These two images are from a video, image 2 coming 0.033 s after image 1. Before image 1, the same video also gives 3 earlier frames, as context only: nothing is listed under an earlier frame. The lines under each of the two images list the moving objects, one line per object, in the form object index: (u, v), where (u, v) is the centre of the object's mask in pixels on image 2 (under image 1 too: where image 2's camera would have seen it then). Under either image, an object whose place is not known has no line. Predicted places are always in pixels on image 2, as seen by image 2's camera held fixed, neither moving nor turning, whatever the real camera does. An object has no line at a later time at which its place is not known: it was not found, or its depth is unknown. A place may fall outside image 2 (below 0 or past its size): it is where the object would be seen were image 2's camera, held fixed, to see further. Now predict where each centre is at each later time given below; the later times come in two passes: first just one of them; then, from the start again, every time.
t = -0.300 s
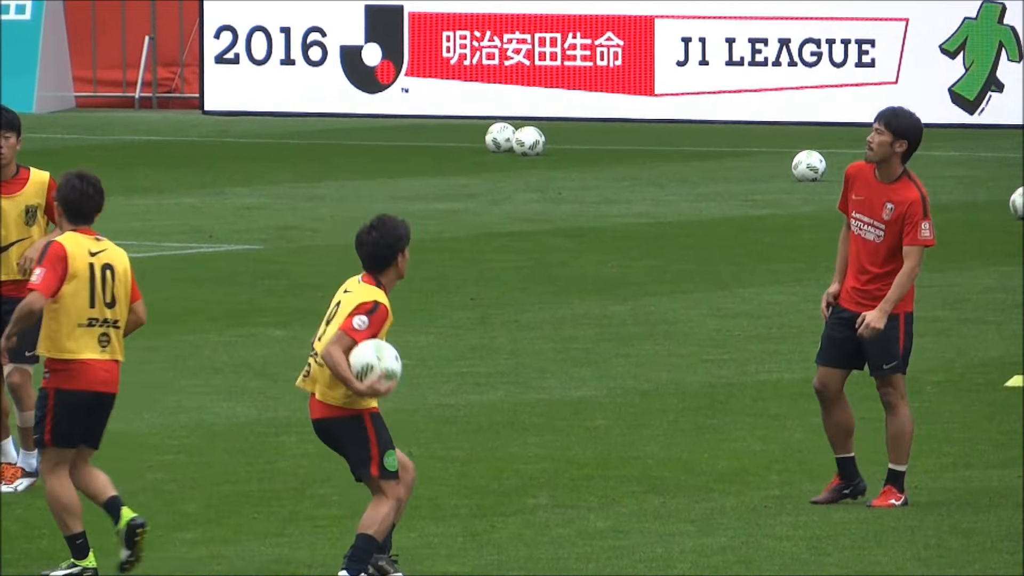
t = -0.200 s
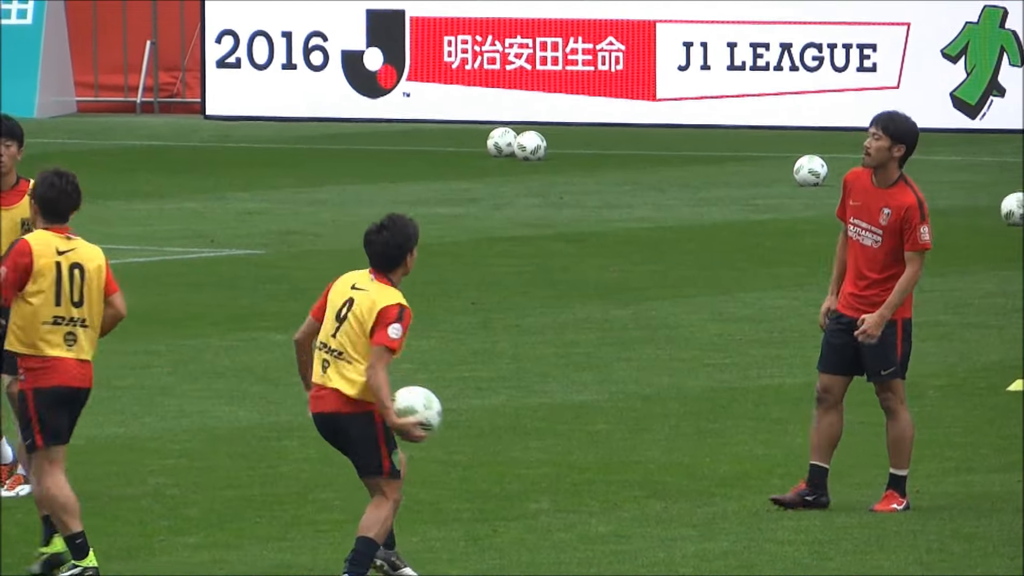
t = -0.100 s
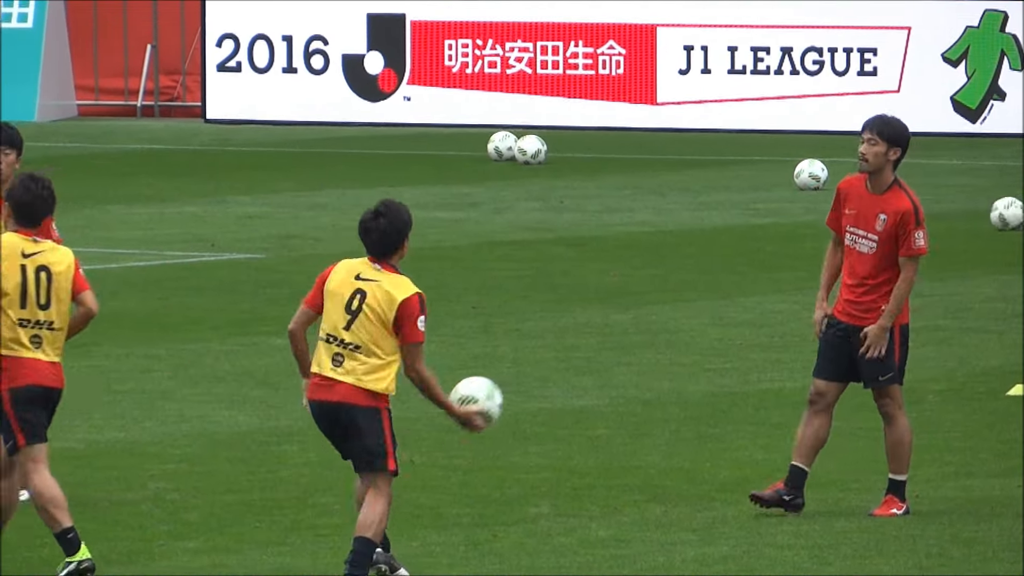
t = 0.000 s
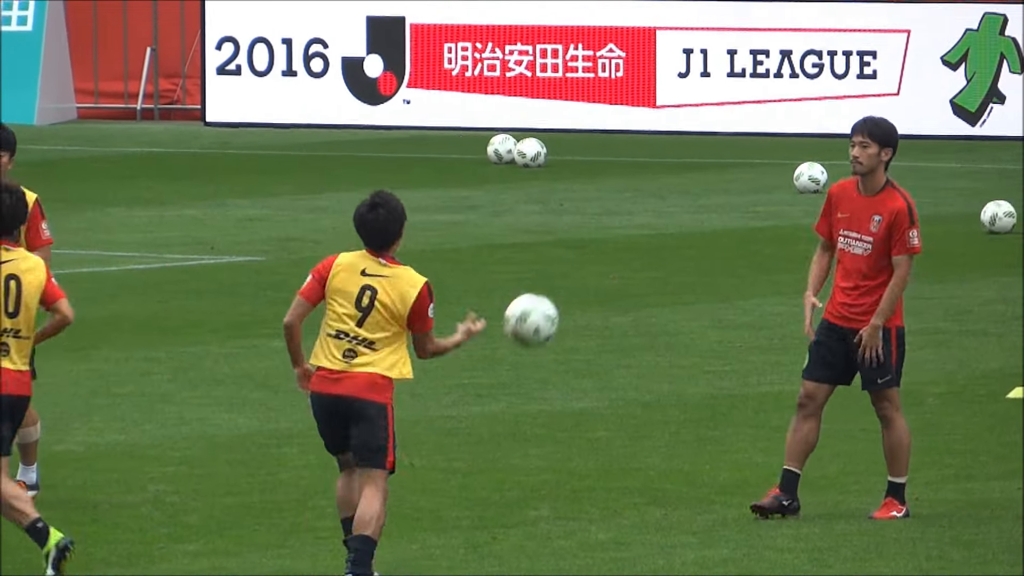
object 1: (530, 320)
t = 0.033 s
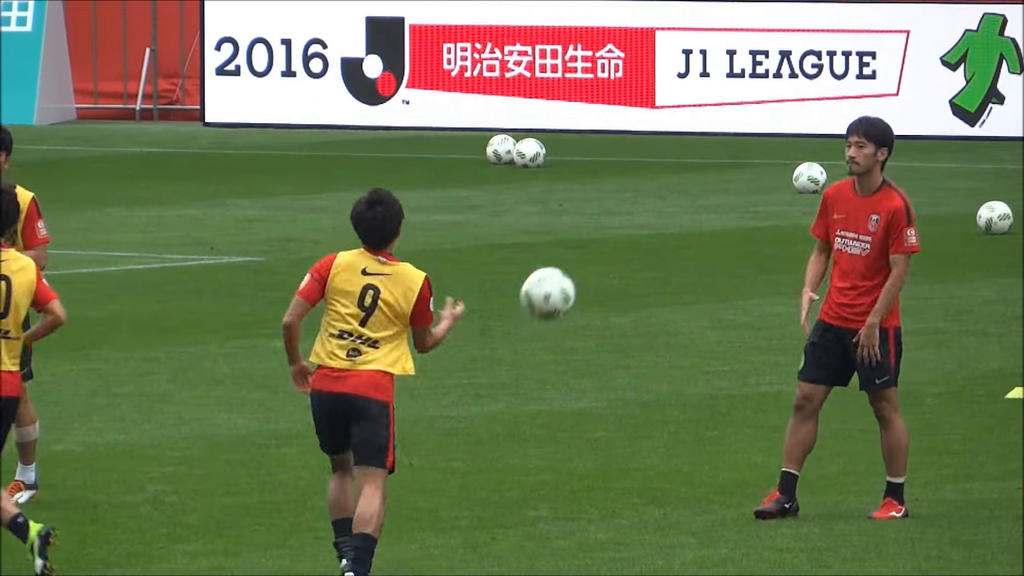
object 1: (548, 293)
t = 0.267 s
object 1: (670, 180)
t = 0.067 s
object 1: (566, 269)
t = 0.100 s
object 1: (583, 248)
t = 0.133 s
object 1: (600, 229)
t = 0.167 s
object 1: (617, 213)
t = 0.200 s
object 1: (635, 199)
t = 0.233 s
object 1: (652, 189)
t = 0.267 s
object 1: (670, 180)
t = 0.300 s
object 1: (687, 174)
